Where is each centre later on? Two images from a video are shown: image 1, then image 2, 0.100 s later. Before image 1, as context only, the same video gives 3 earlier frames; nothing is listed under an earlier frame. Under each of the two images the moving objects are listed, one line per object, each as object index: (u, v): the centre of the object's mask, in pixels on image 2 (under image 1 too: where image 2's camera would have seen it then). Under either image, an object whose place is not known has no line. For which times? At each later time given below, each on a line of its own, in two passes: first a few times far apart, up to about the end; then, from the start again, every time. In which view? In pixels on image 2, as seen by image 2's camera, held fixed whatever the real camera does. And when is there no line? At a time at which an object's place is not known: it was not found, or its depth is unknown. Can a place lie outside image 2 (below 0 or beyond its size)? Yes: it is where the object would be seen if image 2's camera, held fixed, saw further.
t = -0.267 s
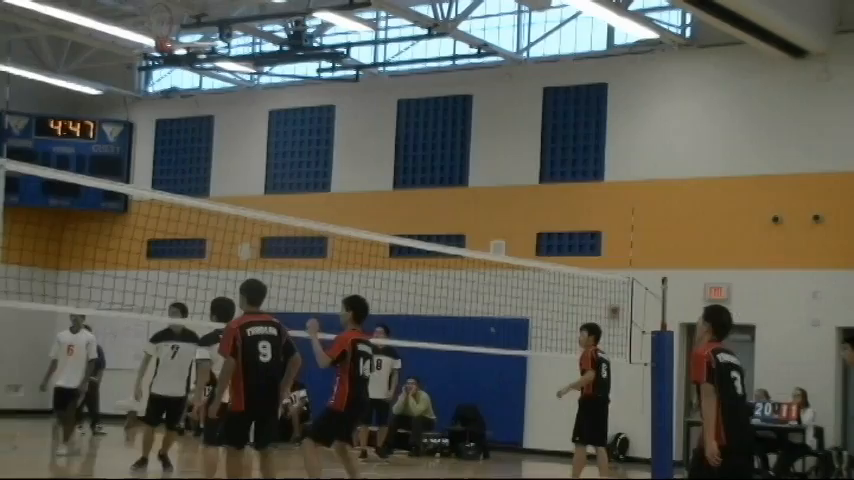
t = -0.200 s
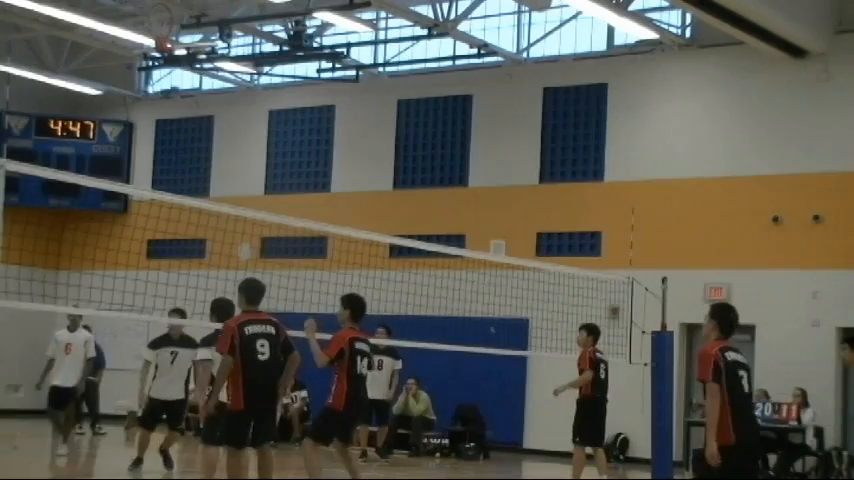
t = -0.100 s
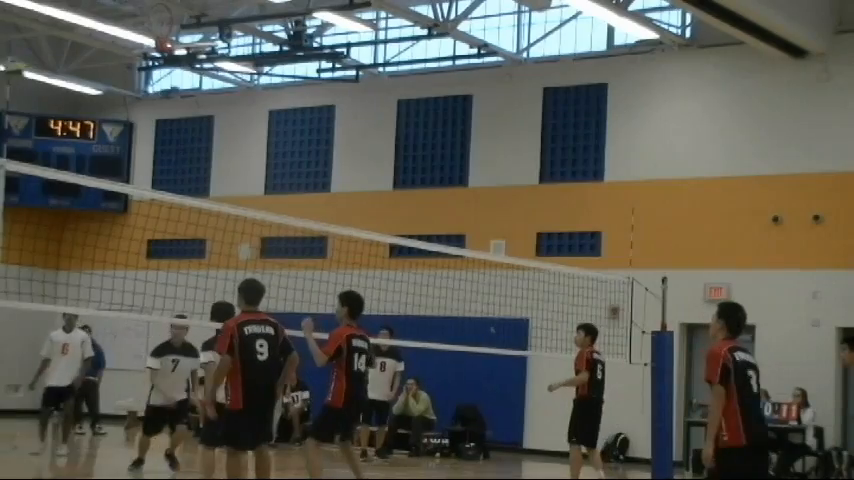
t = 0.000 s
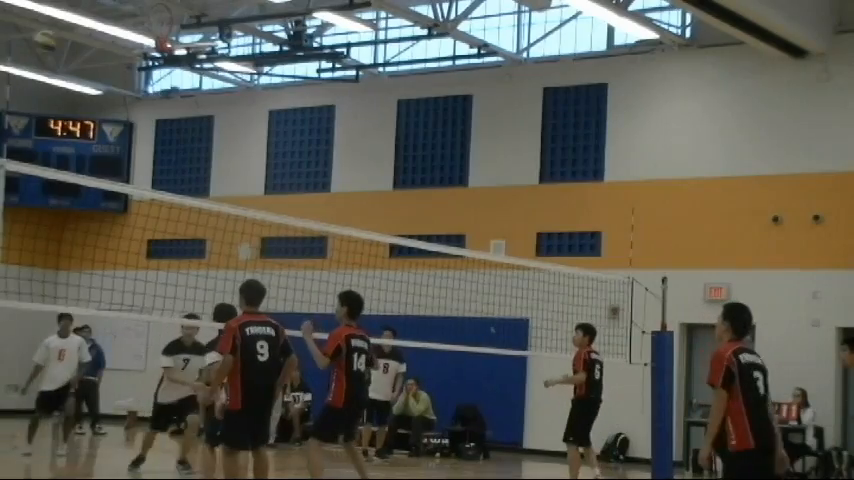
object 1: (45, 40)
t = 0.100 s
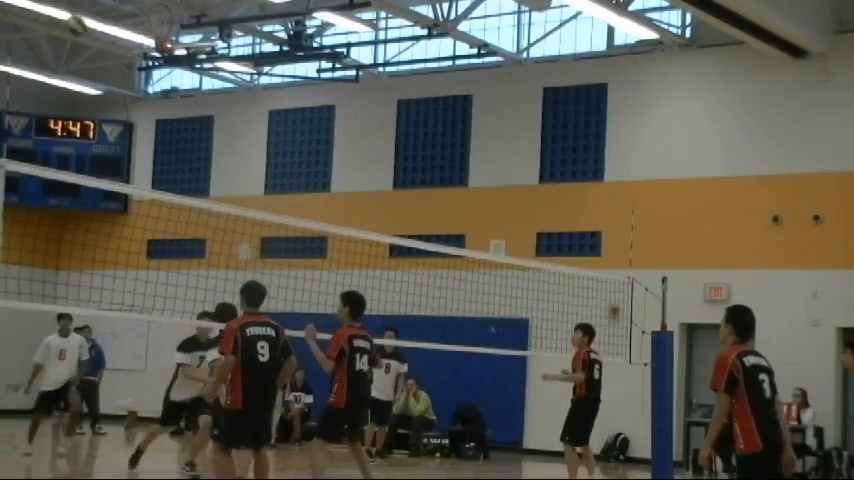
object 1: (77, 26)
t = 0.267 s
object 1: (124, 20)
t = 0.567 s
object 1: (205, 87)
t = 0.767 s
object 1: (251, 185)
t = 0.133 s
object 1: (86, 22)
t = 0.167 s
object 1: (95, 19)
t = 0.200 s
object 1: (105, 19)
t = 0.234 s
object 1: (115, 18)
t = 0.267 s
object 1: (124, 20)
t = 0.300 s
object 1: (134, 23)
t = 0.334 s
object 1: (143, 27)
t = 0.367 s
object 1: (152, 34)
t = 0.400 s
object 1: (163, 41)
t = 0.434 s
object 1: (170, 48)
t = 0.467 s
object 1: (180, 56)
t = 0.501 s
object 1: (188, 66)
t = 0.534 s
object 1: (196, 78)
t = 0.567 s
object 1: (205, 87)
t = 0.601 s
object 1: (211, 102)
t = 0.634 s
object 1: (221, 117)
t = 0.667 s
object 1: (228, 132)
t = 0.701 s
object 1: (236, 151)
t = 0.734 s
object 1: (244, 168)
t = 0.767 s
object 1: (251, 185)
